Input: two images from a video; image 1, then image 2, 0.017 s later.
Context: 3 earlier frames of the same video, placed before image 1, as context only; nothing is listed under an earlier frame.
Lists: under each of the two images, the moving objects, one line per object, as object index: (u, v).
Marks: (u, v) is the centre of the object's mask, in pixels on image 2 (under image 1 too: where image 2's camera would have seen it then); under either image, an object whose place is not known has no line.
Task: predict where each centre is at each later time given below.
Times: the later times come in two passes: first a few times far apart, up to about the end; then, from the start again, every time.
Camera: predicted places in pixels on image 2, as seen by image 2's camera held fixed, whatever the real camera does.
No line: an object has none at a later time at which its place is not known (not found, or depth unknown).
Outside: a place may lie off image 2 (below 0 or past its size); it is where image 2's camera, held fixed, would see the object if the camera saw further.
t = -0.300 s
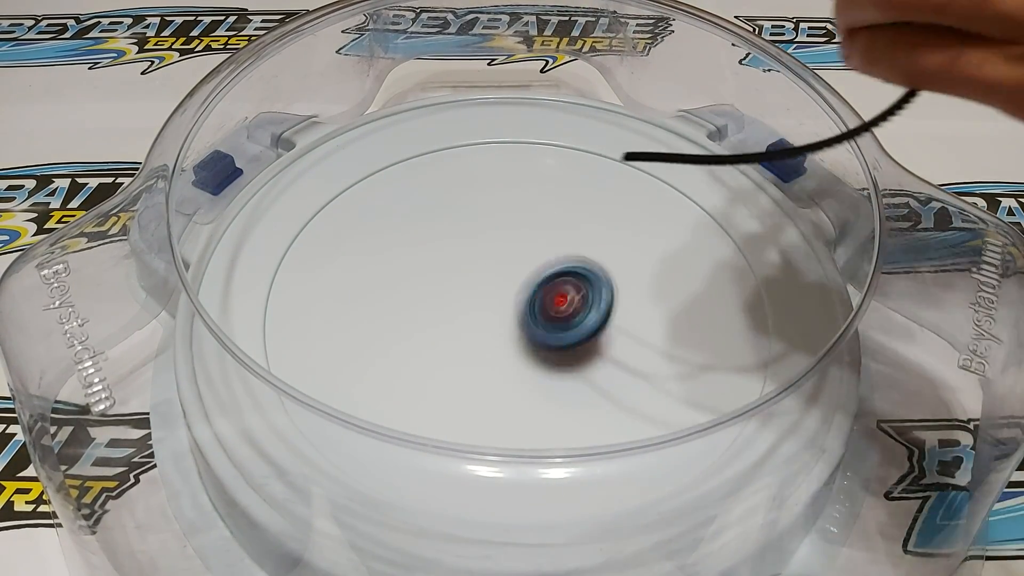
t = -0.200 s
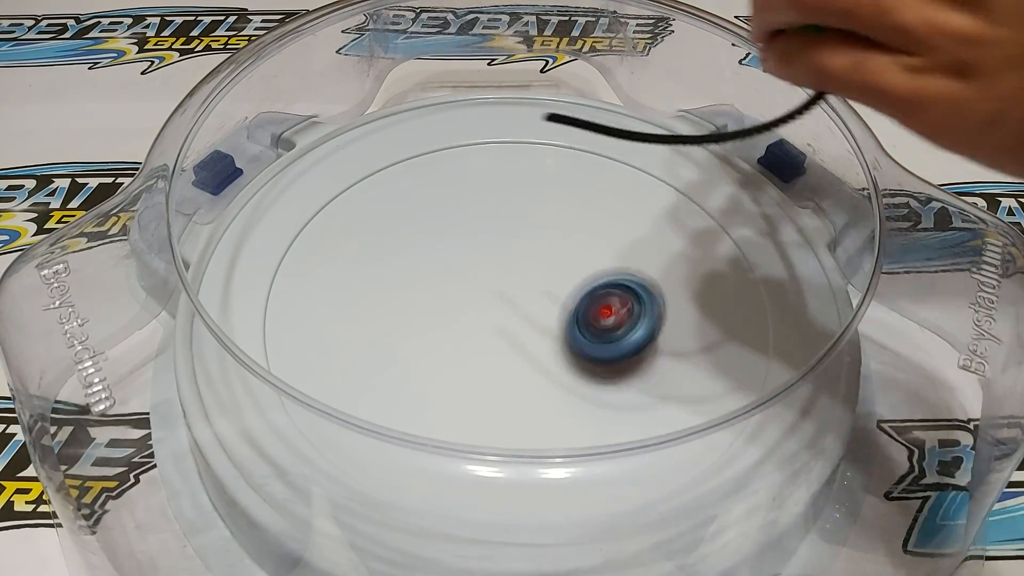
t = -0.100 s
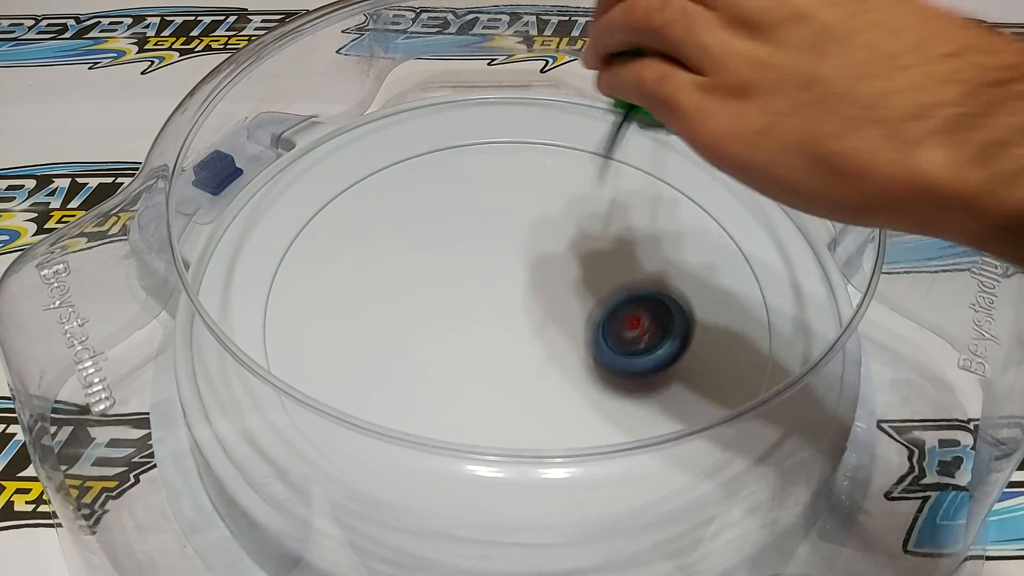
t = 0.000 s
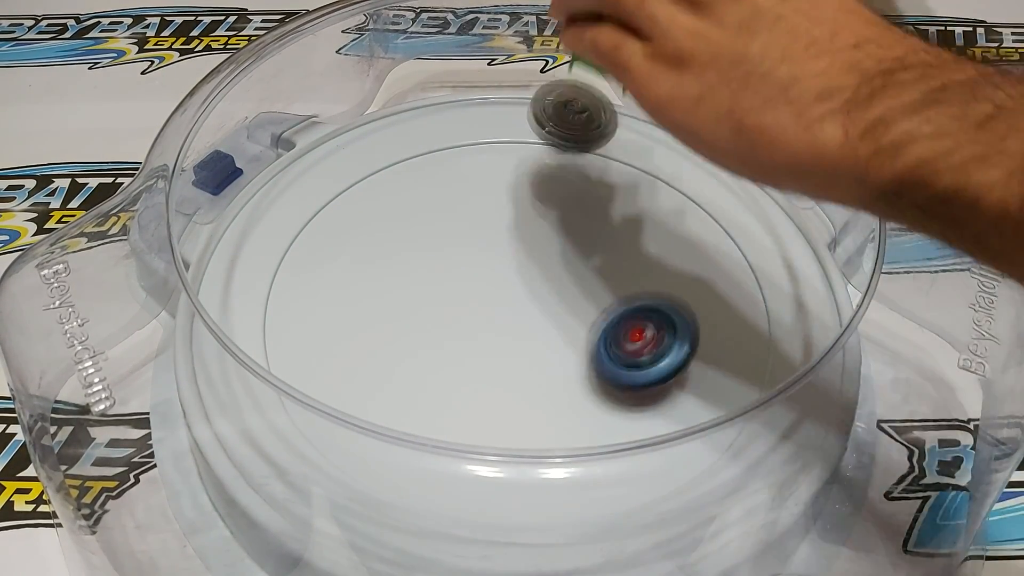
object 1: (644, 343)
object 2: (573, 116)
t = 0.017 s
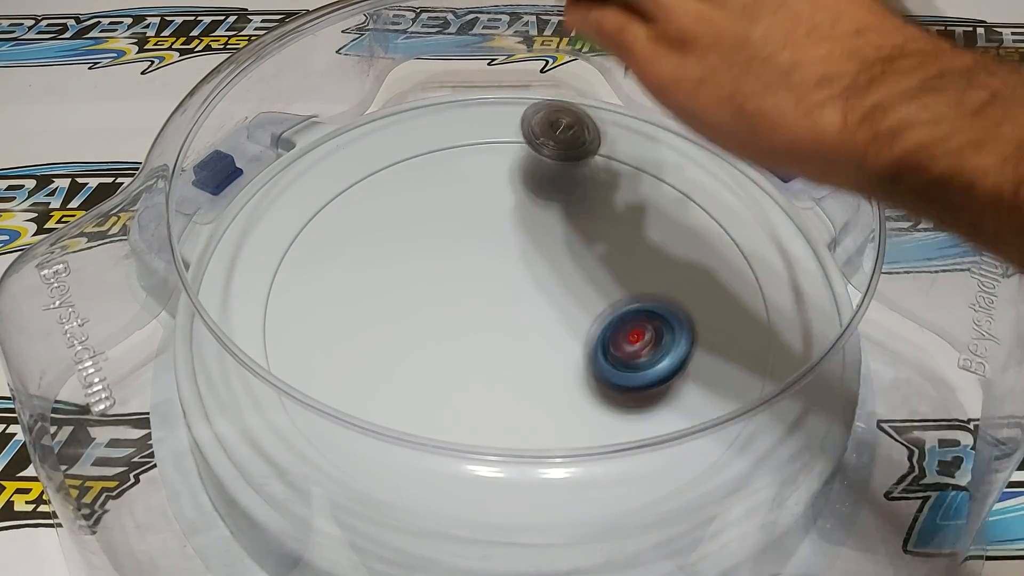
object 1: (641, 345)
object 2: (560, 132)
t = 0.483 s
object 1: (450, 347)
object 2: (379, 284)
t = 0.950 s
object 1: (627, 395)
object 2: (653, 217)
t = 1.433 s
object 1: (341, 241)
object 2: (460, 223)
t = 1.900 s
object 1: (479, 389)
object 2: (678, 379)
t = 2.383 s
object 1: (343, 196)
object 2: (627, 172)
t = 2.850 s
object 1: (329, 289)
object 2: (530, 500)
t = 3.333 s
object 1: (641, 185)
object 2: (684, 306)
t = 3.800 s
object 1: (390, 271)
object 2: (263, 259)
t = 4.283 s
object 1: (742, 297)
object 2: (604, 340)
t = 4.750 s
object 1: (578, 108)
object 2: (285, 206)
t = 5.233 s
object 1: (647, 225)
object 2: (595, 408)
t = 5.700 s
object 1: (595, 217)
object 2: (296, 303)
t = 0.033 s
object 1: (639, 348)
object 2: (550, 136)
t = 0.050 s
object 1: (634, 348)
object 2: (540, 115)
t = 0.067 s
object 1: (630, 349)
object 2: (528, 98)
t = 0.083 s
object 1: (626, 351)
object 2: (516, 84)
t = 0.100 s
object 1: (621, 353)
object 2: (504, 76)
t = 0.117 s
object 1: (614, 354)
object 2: (492, 72)
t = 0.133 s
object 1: (608, 356)
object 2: (480, 72)
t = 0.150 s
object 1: (602, 356)
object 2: (468, 80)
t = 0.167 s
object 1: (595, 356)
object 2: (457, 86)
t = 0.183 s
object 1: (587, 357)
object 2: (446, 80)
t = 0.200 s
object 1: (580, 358)
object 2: (436, 79)
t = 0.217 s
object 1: (572, 358)
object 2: (428, 86)
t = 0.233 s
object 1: (563, 359)
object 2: (421, 92)
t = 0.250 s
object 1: (555, 358)
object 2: (413, 101)
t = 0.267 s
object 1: (546, 359)
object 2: (407, 111)
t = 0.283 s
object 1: (537, 358)
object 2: (399, 117)
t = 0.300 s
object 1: (529, 357)
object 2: (393, 128)
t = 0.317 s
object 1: (520, 356)
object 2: (387, 138)
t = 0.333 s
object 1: (512, 355)
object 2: (381, 151)
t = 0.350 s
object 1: (504, 355)
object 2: (376, 162)
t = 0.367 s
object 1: (496, 354)
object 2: (371, 176)
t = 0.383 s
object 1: (487, 353)
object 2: (368, 190)
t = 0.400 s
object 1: (479, 351)
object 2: (365, 202)
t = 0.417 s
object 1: (471, 350)
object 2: (365, 220)
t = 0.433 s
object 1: (464, 348)
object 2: (367, 238)
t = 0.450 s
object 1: (457, 343)
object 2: (369, 254)
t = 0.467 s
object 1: (452, 340)
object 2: (375, 270)
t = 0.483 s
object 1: (450, 347)
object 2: (379, 284)
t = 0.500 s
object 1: (456, 351)
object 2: (378, 291)
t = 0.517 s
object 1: (461, 360)
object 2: (379, 296)
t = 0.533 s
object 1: (467, 366)
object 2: (381, 304)
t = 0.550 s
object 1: (474, 372)
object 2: (385, 309)
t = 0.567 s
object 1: (482, 380)
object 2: (391, 315)
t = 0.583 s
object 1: (489, 386)
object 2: (398, 323)
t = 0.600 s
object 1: (495, 390)
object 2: (406, 328)
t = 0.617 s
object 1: (502, 396)
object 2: (416, 334)
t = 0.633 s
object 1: (509, 399)
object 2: (429, 339)
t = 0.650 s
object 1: (516, 401)
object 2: (441, 342)
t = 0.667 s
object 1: (530, 408)
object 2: (453, 343)
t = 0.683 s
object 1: (544, 414)
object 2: (464, 339)
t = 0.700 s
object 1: (557, 419)
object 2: (476, 336)
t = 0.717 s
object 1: (570, 423)
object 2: (490, 332)
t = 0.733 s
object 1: (582, 444)
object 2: (503, 327)
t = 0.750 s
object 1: (597, 445)
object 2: (517, 322)
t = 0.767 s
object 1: (610, 461)
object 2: (532, 316)
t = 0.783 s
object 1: (619, 464)
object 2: (546, 310)
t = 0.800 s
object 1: (627, 459)
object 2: (561, 302)
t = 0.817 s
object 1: (630, 453)
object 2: (574, 295)
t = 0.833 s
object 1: (635, 453)
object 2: (587, 286)
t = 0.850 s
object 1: (634, 440)
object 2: (600, 277)
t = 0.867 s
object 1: (636, 438)
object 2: (611, 268)
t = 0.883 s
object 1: (635, 428)
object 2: (623, 256)
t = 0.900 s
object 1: (632, 413)
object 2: (631, 250)
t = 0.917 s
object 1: (632, 409)
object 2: (640, 238)
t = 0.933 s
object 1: (630, 403)
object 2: (647, 227)
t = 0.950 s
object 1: (627, 395)
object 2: (653, 217)
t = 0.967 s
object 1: (622, 387)
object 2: (658, 207)
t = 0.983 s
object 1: (616, 379)
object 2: (661, 198)
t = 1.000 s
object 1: (609, 370)
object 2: (663, 189)
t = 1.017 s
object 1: (602, 361)
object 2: (663, 182)
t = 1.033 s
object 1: (593, 352)
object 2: (662, 173)
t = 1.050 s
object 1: (585, 343)
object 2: (661, 166)
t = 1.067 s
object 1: (576, 335)
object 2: (658, 160)
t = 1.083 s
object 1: (566, 326)
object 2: (653, 153)
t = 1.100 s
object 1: (556, 318)
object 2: (649, 149)
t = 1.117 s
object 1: (546, 310)
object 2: (641, 147)
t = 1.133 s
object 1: (536, 302)
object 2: (633, 145)
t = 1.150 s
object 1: (524, 294)
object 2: (623, 146)
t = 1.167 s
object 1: (513, 287)
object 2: (613, 147)
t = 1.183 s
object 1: (502, 281)
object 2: (602, 148)
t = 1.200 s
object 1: (491, 274)
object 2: (591, 149)
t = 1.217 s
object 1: (480, 269)
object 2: (579, 151)
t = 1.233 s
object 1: (470, 263)
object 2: (567, 154)
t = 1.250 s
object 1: (459, 258)
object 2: (555, 156)
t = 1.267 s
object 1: (449, 253)
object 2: (541, 160)
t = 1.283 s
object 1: (439, 248)
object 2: (529, 163)
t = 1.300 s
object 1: (430, 245)
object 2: (515, 168)
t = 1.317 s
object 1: (421, 242)
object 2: (503, 170)
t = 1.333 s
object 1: (412, 240)
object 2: (491, 177)
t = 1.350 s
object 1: (404, 237)
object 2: (480, 183)
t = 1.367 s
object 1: (396, 238)
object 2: (469, 190)
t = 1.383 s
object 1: (384, 235)
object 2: (464, 198)
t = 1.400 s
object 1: (369, 239)
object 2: (461, 205)
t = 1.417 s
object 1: (354, 239)
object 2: (460, 216)
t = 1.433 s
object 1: (341, 241)
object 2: (460, 223)
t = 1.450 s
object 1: (329, 244)
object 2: (462, 234)
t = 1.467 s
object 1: (317, 247)
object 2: (465, 243)
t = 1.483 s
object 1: (306, 251)
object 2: (469, 257)
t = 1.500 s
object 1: (297, 255)
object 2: (473, 266)
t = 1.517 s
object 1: (290, 259)
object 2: (481, 280)
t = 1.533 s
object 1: (283, 265)
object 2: (488, 292)
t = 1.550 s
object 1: (277, 271)
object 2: (496, 303)
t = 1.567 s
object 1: (273, 278)
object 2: (505, 313)
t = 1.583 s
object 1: (271, 285)
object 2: (514, 327)
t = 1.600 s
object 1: (270, 292)
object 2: (525, 335)
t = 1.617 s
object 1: (272, 301)
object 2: (535, 346)
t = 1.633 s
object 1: (277, 308)
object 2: (548, 355)
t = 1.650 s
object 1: (283, 316)
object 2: (560, 364)
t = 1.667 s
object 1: (291, 325)
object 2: (572, 371)
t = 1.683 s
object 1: (300, 332)
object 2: (583, 377)
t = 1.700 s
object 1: (310, 339)
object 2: (596, 385)
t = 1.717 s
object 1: (321, 347)
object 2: (606, 390)
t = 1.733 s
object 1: (332, 353)
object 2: (618, 390)
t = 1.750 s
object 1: (347, 361)
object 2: (628, 395)
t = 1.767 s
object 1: (359, 366)
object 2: (638, 394)
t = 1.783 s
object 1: (372, 372)
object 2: (646, 395)
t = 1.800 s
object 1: (388, 377)
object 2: (654, 395)
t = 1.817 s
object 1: (403, 381)
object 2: (661, 391)
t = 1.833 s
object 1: (418, 385)
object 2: (666, 391)
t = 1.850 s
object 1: (435, 387)
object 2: (671, 389)
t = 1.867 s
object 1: (450, 387)
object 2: (674, 386)
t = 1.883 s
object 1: (465, 388)
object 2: (677, 383)
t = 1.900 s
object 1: (479, 389)
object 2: (678, 379)
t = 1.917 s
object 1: (492, 386)
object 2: (679, 375)
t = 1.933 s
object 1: (506, 382)
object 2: (678, 369)
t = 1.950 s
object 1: (518, 379)
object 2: (676, 362)
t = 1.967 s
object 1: (529, 374)
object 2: (674, 355)
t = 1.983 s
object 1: (540, 368)
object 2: (670, 349)
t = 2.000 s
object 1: (549, 360)
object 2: (667, 340)
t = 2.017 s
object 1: (556, 352)
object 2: (663, 332)
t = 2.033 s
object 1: (552, 344)
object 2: (668, 321)
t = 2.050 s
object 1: (543, 337)
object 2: (675, 311)
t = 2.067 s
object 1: (534, 328)
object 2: (682, 298)
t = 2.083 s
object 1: (523, 320)
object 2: (689, 288)
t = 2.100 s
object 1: (514, 310)
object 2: (694, 278)
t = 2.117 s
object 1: (503, 302)
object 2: (700, 266)
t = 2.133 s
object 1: (491, 293)
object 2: (703, 256)
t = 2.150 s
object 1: (480, 283)
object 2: (707, 244)
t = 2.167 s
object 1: (468, 274)
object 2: (708, 237)
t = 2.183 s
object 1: (456, 265)
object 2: (709, 226)
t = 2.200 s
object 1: (445, 257)
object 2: (709, 217)
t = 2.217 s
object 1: (433, 248)
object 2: (708, 209)
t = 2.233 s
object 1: (421, 239)
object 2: (706, 200)
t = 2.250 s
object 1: (410, 232)
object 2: (702, 195)
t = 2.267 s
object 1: (401, 225)
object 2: (697, 187)
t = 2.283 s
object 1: (390, 219)
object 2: (691, 183)
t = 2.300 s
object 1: (381, 213)
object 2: (684, 178)
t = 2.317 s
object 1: (371, 208)
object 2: (675, 176)
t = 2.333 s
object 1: (363, 204)
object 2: (665, 173)
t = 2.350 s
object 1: (356, 201)
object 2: (653, 172)
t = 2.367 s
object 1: (350, 199)
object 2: (641, 172)
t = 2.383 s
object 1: (343, 196)
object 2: (627, 172)
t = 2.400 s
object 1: (338, 195)
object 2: (612, 175)
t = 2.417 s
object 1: (333, 194)
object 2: (598, 177)
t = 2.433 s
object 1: (330, 195)
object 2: (581, 183)
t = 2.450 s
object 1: (328, 198)
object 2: (565, 187)
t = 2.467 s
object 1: (325, 199)
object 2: (548, 195)
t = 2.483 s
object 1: (324, 203)
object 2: (531, 202)
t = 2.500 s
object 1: (323, 206)
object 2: (515, 210)
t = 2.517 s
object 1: (324, 211)
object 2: (498, 220)
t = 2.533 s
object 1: (325, 215)
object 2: (482, 228)
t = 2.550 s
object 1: (326, 221)
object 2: (467, 240)
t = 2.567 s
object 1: (328, 228)
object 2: (451, 251)
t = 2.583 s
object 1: (332, 234)
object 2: (437, 265)
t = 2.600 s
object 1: (335, 240)
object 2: (423, 277)
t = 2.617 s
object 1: (330, 241)
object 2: (422, 294)
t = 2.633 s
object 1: (325, 243)
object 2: (420, 316)
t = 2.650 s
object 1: (319, 244)
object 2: (420, 330)
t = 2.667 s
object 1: (314, 246)
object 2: (422, 353)
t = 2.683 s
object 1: (311, 248)
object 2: (425, 368)
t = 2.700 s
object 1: (309, 251)
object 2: (431, 387)
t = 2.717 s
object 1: (307, 254)
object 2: (438, 398)
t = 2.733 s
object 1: (305, 257)
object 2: (445, 407)
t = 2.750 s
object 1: (307, 261)
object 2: (450, 438)
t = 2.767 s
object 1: (308, 264)
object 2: (461, 454)
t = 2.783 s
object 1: (309, 268)
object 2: (472, 468)
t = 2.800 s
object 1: (313, 274)
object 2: (486, 483)
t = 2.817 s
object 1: (318, 280)
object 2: (498, 489)
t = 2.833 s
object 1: (323, 285)
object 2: (513, 501)
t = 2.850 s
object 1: (329, 289)
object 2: (530, 500)
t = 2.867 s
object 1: (340, 295)
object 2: (544, 501)
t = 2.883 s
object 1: (350, 301)
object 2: (558, 506)
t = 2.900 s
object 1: (360, 306)
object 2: (575, 505)
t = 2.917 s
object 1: (372, 312)
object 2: (589, 502)
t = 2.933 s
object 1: (386, 316)
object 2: (604, 503)
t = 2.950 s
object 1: (401, 319)
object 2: (619, 500)
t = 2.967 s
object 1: (417, 321)
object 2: (633, 494)
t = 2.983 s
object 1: (435, 323)
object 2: (646, 492)
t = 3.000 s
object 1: (451, 323)
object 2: (659, 488)
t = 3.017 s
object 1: (468, 322)
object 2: (669, 480)
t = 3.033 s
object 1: (488, 321)
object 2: (679, 476)
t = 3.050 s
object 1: (504, 316)
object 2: (690, 467)
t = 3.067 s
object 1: (519, 312)
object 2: (699, 459)
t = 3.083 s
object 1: (537, 307)
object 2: (707, 453)
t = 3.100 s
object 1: (552, 300)
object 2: (716, 443)
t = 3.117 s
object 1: (565, 294)
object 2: (723, 432)
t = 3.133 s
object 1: (580, 287)
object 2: (729, 424)
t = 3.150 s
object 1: (593, 277)
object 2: (734, 416)
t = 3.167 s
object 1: (602, 269)
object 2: (736, 407)
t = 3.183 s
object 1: (613, 260)
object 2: (739, 398)
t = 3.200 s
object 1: (622, 250)
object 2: (738, 389)
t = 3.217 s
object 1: (627, 241)
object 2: (735, 383)
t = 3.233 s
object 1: (634, 233)
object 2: (732, 367)
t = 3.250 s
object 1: (639, 224)
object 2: (731, 359)
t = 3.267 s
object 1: (641, 215)
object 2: (725, 350)
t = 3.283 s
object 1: (644, 206)
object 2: (717, 338)
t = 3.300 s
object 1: (645, 198)
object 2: (708, 326)
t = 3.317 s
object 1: (642, 192)
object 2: (697, 315)
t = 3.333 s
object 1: (641, 185)
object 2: (684, 306)
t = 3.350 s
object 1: (638, 179)
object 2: (671, 295)
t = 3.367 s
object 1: (634, 171)
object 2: (656, 286)
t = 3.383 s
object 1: (630, 167)
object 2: (640, 279)
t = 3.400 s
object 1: (621, 165)
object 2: (624, 270)
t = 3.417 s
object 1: (615, 158)
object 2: (606, 262)
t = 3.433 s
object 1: (608, 155)
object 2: (588, 255)
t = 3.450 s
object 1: (599, 153)
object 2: (571, 250)
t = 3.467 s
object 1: (589, 150)
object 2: (551, 243)
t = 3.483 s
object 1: (579, 148)
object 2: (531, 238)
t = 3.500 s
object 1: (567, 146)
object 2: (514, 234)
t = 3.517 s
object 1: (556, 145)
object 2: (495, 230)
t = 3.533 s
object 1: (545, 145)
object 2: (476, 225)
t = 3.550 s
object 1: (531, 145)
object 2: (459, 223)
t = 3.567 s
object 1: (518, 147)
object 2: (441, 221)
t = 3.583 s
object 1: (505, 148)
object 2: (424, 217)
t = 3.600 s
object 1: (490, 150)
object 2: (406, 218)
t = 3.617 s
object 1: (476, 155)
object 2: (392, 217)
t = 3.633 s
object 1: (463, 160)
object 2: (375, 216)
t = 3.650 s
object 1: (447, 166)
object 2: (361, 218)
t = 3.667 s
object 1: (436, 174)
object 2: (348, 216)
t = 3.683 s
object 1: (425, 182)
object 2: (332, 219)
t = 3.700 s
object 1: (415, 191)
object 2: (318, 227)
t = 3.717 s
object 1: (409, 202)
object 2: (304, 226)
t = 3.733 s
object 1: (401, 212)
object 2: (291, 230)
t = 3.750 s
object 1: (395, 226)
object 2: (280, 239)
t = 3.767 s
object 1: (393, 240)
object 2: (271, 245)
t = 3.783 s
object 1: (389, 254)
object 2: (265, 253)
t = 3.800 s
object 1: (390, 271)
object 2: (263, 259)
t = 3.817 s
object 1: (392, 286)
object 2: (262, 271)
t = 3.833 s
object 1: (395, 302)
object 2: (267, 282)
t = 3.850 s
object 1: (402, 320)
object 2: (271, 291)
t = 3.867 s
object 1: (409, 335)
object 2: (278, 302)
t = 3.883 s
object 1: (419, 351)
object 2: (286, 314)
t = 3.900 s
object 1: (431, 367)
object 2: (295, 323)
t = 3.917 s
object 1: (446, 378)
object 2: (306, 333)
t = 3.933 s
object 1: (464, 392)
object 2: (318, 347)
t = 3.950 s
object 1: (482, 400)
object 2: (332, 357)
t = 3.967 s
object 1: (500, 408)
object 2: (346, 363)
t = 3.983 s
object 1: (522, 414)
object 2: (362, 372)
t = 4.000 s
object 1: (541, 417)
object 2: (380, 383)
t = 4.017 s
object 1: (568, 436)
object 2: (397, 389)
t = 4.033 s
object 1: (593, 432)
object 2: (413, 394)
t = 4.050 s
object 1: (614, 440)
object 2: (432, 398)
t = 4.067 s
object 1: (636, 440)
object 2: (451, 404)
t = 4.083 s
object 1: (657, 437)
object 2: (469, 407)
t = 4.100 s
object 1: (679, 431)
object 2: (485, 408)
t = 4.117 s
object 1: (699, 427)
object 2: (500, 408)
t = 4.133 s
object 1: (716, 423)
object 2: (517, 408)
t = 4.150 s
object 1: (727, 408)
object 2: (532, 406)
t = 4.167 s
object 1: (730, 394)
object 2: (545, 403)
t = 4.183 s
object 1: (730, 375)
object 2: (557, 399)
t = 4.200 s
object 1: (737, 365)
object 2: (569, 388)
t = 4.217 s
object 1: (741, 353)
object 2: (580, 378)
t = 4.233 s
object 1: (745, 340)
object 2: (589, 370)
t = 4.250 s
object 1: (745, 326)
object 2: (595, 362)
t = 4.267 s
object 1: (746, 312)
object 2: (600, 351)
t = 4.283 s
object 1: (742, 297)
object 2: (604, 340)
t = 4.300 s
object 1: (740, 283)
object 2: (608, 328)
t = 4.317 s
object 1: (735, 269)
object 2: (608, 317)
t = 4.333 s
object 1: (730, 257)
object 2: (608, 307)
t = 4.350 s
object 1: (724, 240)
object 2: (607, 294)
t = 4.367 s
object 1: (714, 229)
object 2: (604, 283)
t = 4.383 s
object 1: (705, 217)
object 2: (602, 269)
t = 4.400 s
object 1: (693, 206)
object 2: (597, 260)
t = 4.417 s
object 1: (681, 196)
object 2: (591, 249)
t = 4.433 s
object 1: (663, 188)
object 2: (585, 241)
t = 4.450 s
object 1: (650, 179)
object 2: (578, 230)
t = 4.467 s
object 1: (639, 170)
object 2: (564, 224)
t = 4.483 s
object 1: (641, 150)
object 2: (536, 208)
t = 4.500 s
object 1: (642, 136)
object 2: (511, 195)
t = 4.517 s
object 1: (646, 125)
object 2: (486, 187)
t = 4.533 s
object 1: (643, 115)
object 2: (459, 182)
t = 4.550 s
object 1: (642, 112)
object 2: (432, 181)
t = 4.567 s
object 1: (642, 113)
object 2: (407, 184)
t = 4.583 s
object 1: (640, 110)
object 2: (382, 178)
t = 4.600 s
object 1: (634, 101)
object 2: (358, 172)
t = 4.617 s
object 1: (633, 99)
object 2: (336, 169)
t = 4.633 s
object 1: (627, 97)
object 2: (319, 165)
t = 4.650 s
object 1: (622, 98)
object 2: (301, 166)
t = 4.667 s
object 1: (615, 95)
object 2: (285, 163)
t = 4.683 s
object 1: (609, 95)
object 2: (274, 165)
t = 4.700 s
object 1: (602, 98)
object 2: (275, 177)
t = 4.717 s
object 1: (595, 101)
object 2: (278, 187)
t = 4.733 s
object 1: (586, 104)
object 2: (281, 196)
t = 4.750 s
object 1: (578, 108)
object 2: (285, 206)
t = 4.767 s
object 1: (569, 113)
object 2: (290, 216)
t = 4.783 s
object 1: (561, 121)
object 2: (296, 229)
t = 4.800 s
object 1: (551, 132)
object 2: (305, 242)
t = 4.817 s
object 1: (542, 141)
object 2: (316, 255)
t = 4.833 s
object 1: (532, 155)
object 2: (329, 274)
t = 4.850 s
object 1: (523, 166)
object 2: (343, 288)
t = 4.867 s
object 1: (516, 182)
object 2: (359, 300)
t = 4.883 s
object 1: (505, 194)
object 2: (376, 313)
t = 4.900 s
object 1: (501, 210)
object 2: (394, 324)
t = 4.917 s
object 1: (493, 227)
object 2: (412, 333)
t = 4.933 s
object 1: (490, 243)
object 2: (433, 342)
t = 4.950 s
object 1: (484, 260)
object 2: (455, 350)
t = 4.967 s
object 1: (482, 273)
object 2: (475, 357)
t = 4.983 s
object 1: (491, 278)
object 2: (480, 388)
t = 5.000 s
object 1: (509, 270)
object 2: (485, 420)
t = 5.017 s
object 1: (521, 266)
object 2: (492, 455)
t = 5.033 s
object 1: (539, 253)
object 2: (501, 490)
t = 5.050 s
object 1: (550, 247)
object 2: (511, 520)
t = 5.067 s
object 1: (566, 242)
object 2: (523, 527)
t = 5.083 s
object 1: (576, 240)
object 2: (535, 527)
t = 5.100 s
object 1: (590, 233)
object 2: (545, 512)
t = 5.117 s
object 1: (598, 230)
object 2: (553, 503)
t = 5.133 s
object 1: (611, 226)
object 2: (563, 498)
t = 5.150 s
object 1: (618, 224)
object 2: (571, 496)
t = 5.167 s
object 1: (627, 222)
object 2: (578, 480)
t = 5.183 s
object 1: (633, 220)
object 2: (583, 459)
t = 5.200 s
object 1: (639, 221)
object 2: (587, 447)
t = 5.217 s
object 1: (644, 222)
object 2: (591, 433)
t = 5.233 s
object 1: (647, 225)
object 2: (595, 408)
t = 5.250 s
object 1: (649, 229)
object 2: (597, 398)
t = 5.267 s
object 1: (652, 232)
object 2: (600, 382)
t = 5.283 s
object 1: (654, 237)
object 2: (602, 366)
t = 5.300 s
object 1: (654, 241)
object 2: (605, 349)
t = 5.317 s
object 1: (655, 246)
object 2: (607, 333)
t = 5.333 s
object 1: (665, 242)
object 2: (592, 327)
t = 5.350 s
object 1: (683, 229)
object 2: (570, 329)
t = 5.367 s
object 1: (697, 213)
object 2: (548, 330)
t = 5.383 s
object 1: (712, 200)
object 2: (527, 333)
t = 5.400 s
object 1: (724, 191)
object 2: (505, 332)
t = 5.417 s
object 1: (726, 184)
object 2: (483, 335)
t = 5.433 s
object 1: (728, 172)
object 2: (463, 334)
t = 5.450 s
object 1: (733, 167)
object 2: (443, 333)
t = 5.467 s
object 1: (732, 158)
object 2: (425, 331)
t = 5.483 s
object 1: (734, 155)
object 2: (406, 331)
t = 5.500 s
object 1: (734, 148)
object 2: (389, 329)
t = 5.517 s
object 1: (723, 149)
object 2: (371, 326)
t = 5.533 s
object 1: (718, 149)
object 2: (357, 324)
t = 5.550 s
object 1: (706, 153)
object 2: (344, 322)
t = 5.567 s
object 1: (698, 157)
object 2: (333, 323)
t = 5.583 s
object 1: (685, 163)
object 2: (322, 317)
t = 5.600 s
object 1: (674, 168)
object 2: (312, 318)
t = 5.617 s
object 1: (663, 175)
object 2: (306, 313)
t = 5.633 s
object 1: (649, 183)
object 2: (302, 308)
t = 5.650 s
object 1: (635, 191)
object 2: (297, 308)
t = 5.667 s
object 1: (623, 200)
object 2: (294, 311)
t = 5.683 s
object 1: (610, 208)
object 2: (295, 307)
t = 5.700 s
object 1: (595, 217)
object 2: (296, 303)
